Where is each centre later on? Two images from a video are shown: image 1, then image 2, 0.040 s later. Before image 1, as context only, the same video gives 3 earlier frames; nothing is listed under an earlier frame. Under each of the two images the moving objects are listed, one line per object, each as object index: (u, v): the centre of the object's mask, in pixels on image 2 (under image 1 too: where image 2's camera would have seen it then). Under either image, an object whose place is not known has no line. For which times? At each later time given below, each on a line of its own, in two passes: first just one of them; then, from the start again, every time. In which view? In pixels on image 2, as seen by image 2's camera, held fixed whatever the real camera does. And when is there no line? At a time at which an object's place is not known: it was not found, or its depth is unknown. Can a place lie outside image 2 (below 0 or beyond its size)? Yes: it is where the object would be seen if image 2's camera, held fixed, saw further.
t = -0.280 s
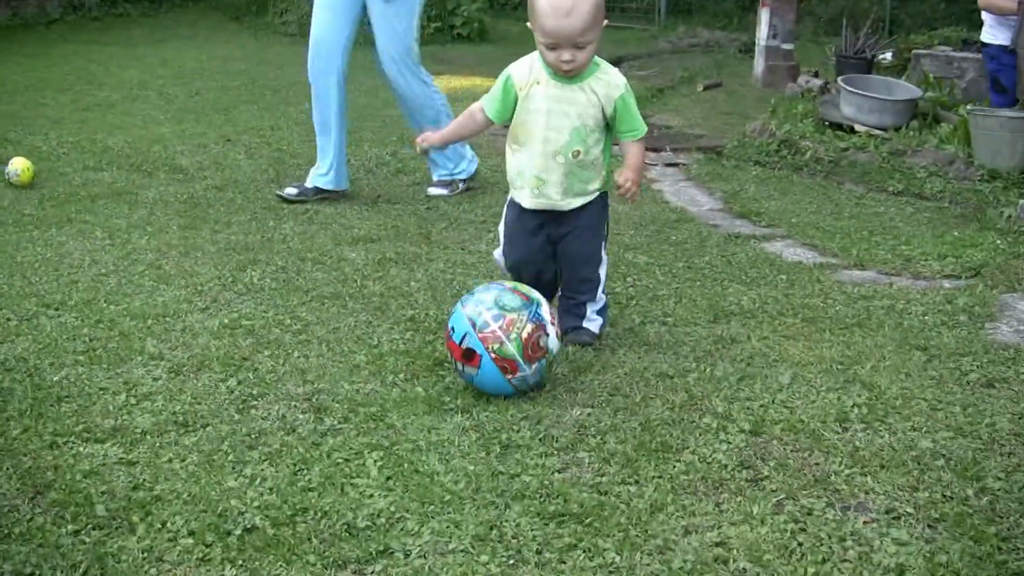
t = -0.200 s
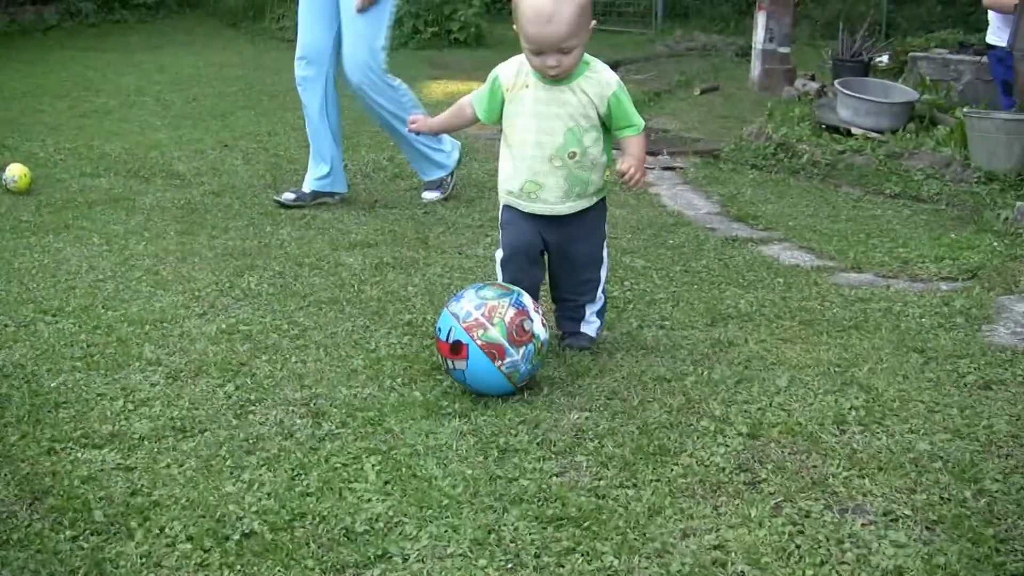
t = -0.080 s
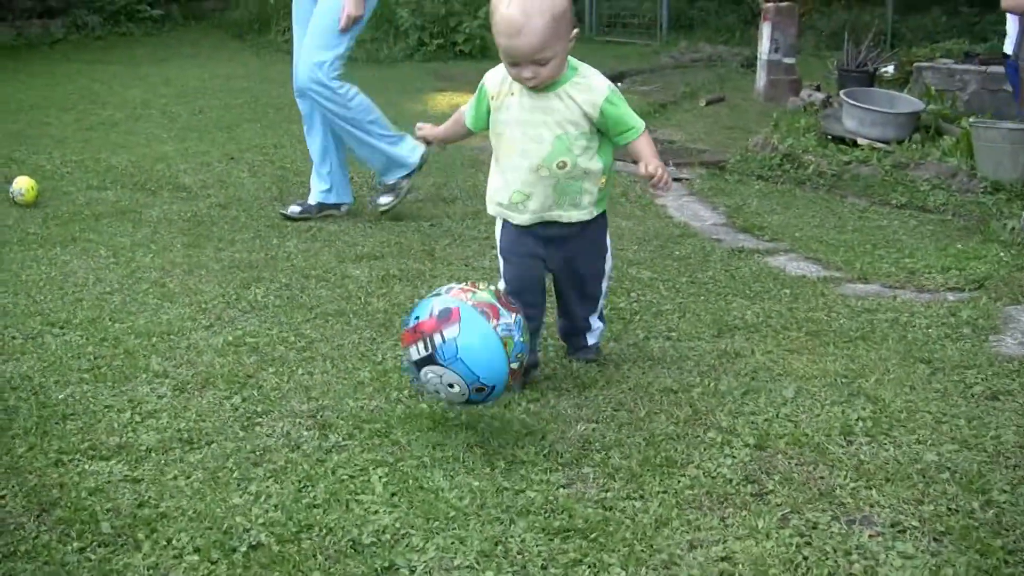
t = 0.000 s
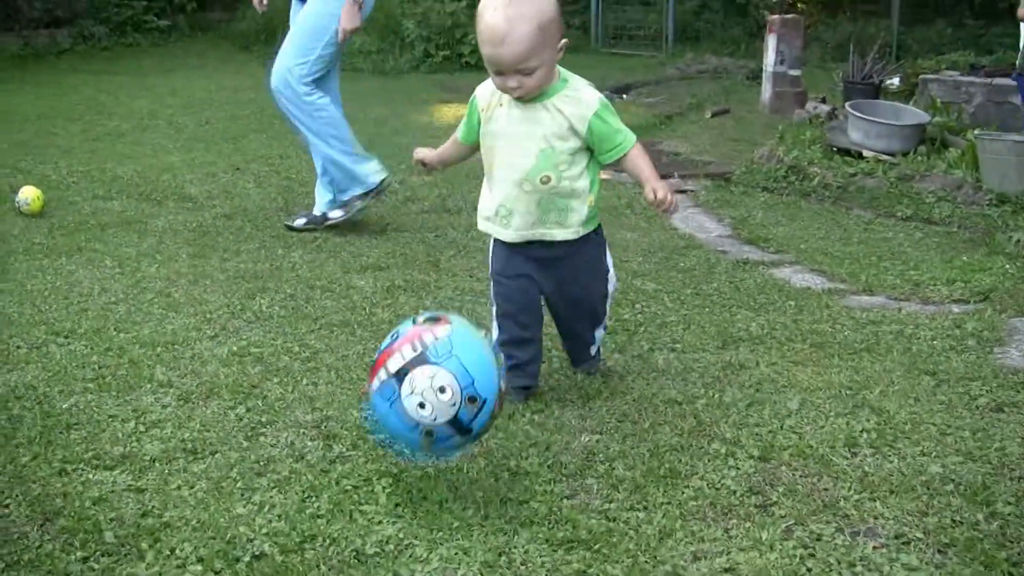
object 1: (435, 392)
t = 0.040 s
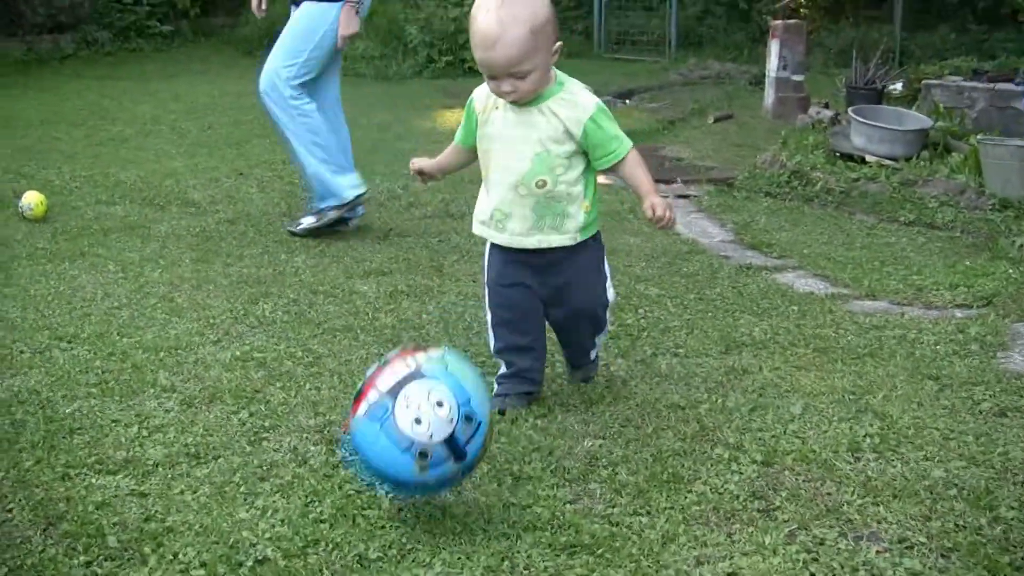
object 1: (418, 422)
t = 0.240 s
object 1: (336, 520)
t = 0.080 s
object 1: (399, 467)
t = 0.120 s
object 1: (381, 485)
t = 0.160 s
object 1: (367, 489)
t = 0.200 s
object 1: (352, 501)
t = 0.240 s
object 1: (336, 520)
